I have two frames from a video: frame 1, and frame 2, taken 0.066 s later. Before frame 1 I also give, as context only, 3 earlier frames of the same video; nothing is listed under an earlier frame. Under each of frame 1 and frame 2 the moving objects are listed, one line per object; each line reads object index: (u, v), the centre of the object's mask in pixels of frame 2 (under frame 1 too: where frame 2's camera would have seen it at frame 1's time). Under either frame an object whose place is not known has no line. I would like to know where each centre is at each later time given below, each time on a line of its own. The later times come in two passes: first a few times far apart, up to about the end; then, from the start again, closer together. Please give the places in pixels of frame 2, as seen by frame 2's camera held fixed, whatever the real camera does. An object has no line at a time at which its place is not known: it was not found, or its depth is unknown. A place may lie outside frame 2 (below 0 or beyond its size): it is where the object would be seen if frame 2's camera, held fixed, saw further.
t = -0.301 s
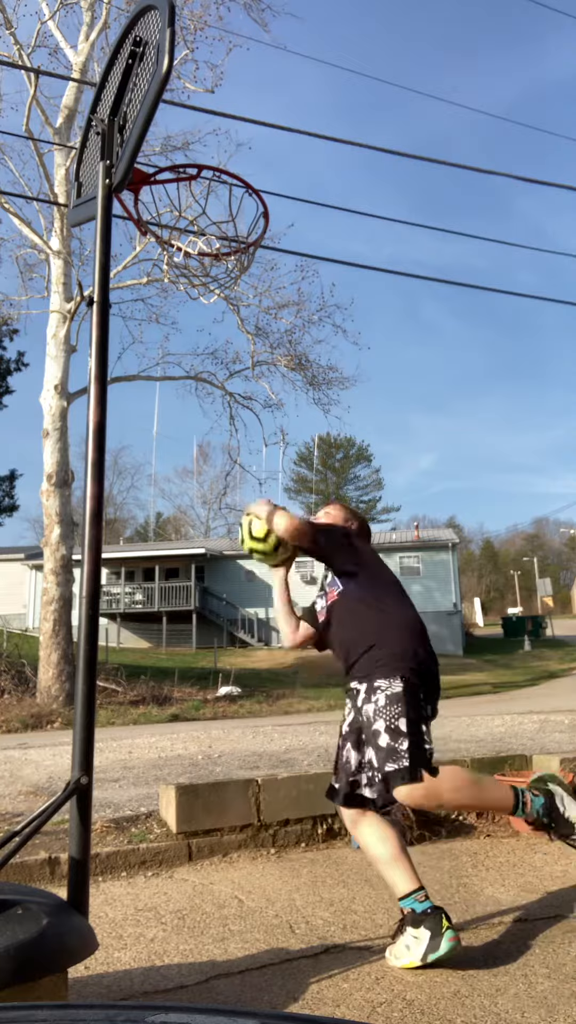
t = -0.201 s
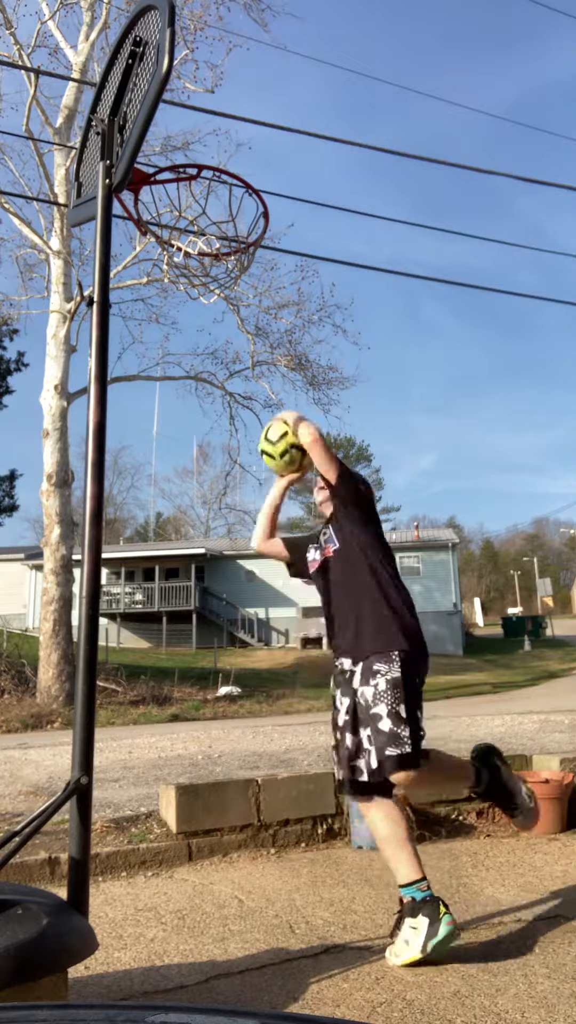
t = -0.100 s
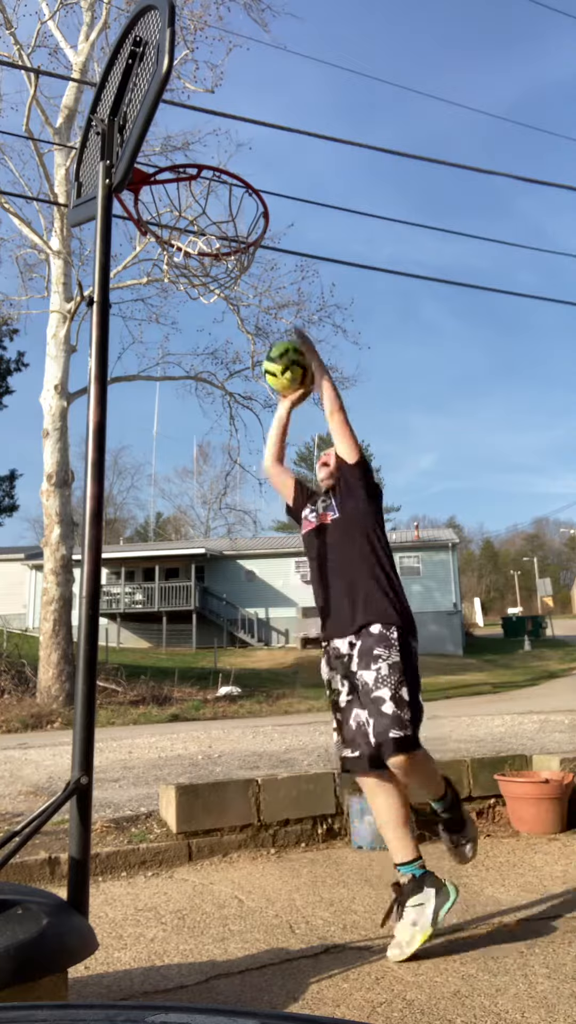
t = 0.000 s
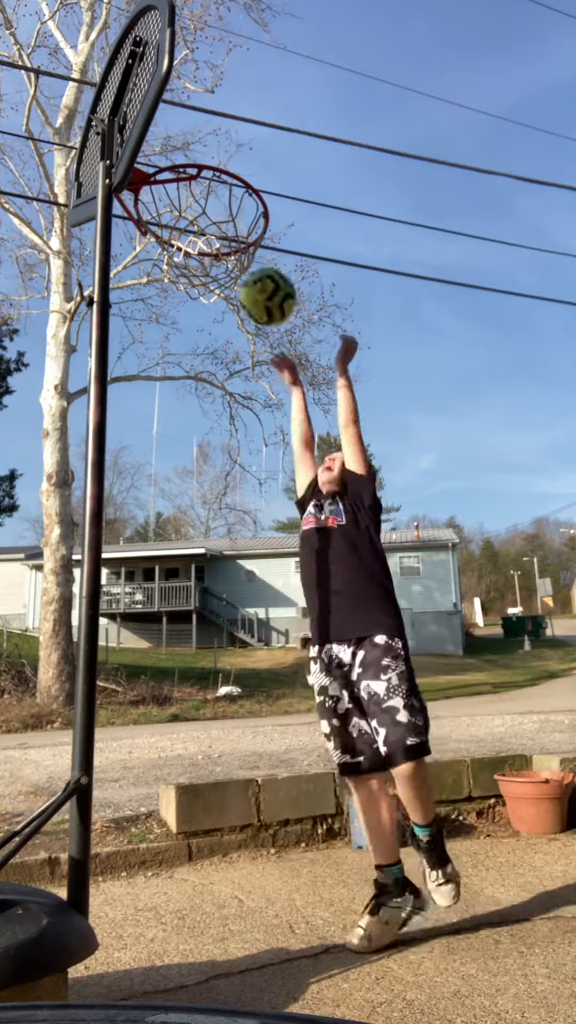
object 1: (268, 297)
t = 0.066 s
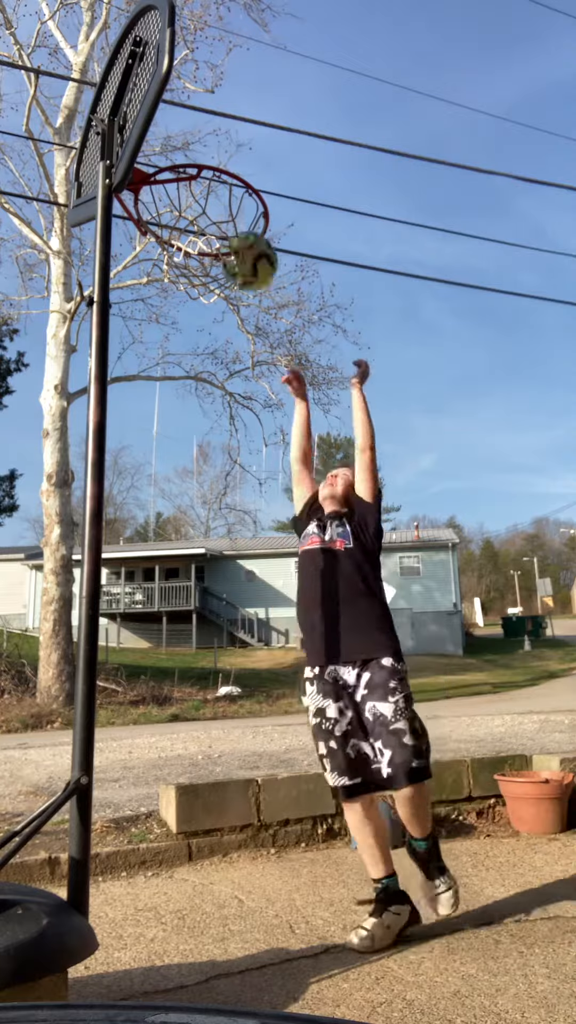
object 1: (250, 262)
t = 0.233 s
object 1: (201, 222)
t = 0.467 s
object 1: (156, 231)
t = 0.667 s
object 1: (136, 326)
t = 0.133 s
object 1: (229, 232)
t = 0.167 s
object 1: (221, 228)
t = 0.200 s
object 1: (211, 223)
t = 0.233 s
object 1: (201, 222)
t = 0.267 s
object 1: (191, 219)
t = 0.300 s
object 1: (181, 219)
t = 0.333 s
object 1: (172, 225)
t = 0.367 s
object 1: (169, 223)
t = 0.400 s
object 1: (165, 224)
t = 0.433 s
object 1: (162, 226)
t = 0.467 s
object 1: (156, 231)
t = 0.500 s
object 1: (152, 239)
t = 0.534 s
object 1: (146, 252)
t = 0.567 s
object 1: (142, 268)
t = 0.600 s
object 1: (141, 284)
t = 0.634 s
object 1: (139, 303)
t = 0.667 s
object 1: (136, 326)
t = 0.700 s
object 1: (134, 351)
